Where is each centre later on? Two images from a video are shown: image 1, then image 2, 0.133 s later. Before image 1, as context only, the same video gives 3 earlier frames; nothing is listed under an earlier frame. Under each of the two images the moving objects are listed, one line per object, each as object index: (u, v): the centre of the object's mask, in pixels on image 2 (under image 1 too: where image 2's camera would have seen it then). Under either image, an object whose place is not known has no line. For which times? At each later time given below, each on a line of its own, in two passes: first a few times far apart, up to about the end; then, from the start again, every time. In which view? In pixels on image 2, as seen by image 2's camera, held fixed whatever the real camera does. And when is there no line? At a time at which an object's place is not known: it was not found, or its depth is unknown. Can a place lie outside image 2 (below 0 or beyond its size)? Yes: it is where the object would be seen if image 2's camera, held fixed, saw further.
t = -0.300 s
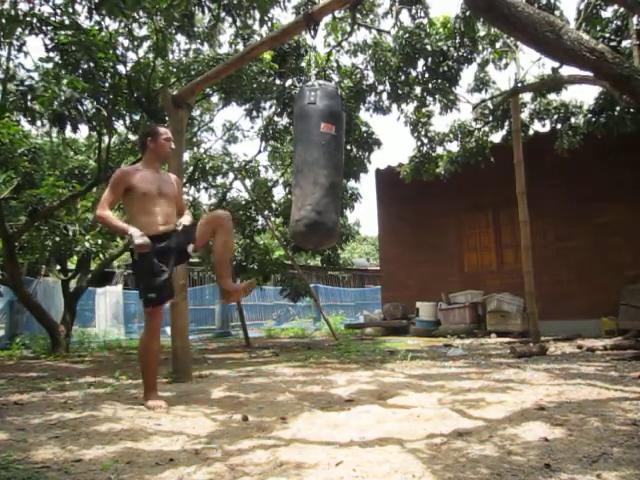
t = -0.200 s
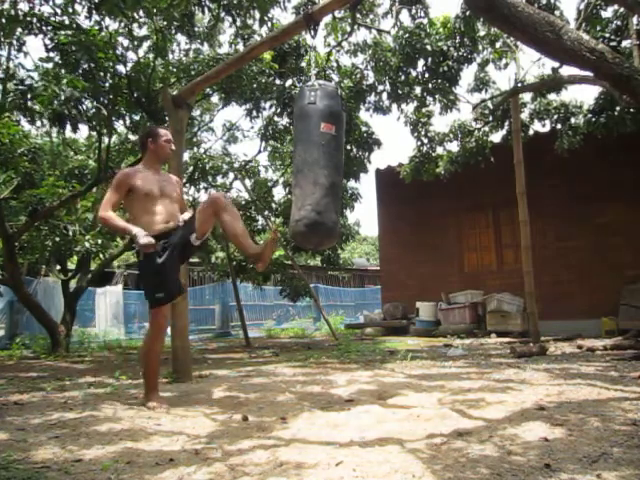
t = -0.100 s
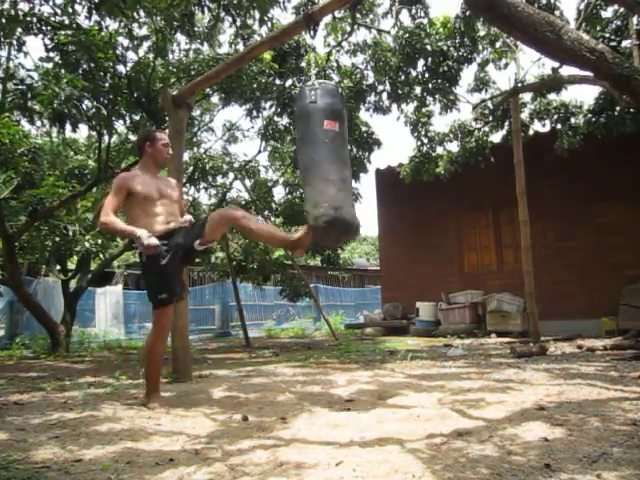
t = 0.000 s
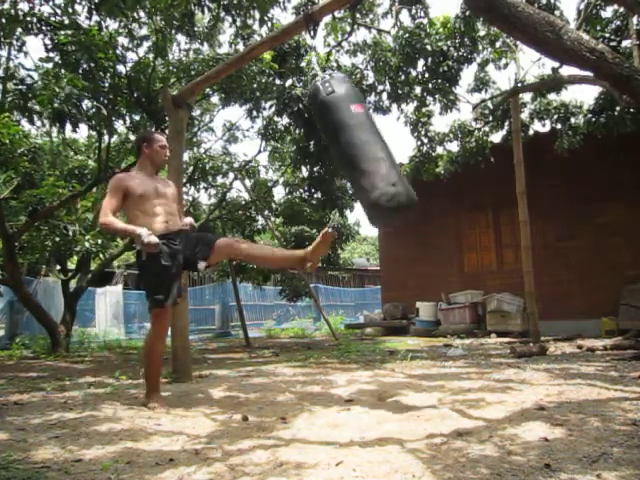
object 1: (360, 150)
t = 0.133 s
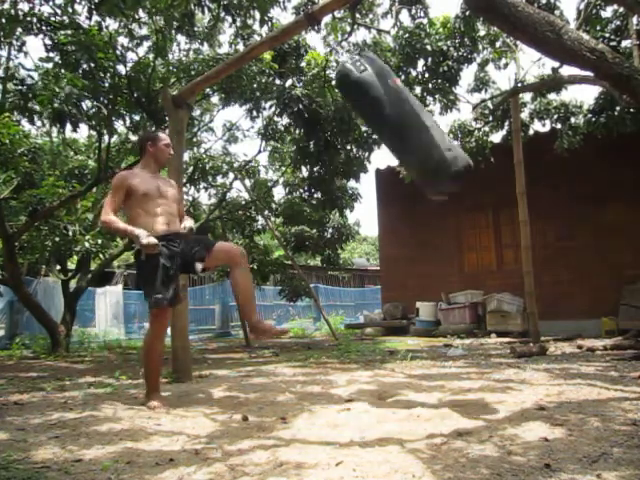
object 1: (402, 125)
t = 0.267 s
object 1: (426, 106)
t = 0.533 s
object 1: (424, 106)
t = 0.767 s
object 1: (375, 148)
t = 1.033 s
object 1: (283, 164)
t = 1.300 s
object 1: (233, 141)
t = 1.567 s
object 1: (233, 139)
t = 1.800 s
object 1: (267, 161)
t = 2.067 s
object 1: (348, 158)
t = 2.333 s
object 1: (412, 119)
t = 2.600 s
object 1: (416, 113)
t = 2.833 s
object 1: (372, 145)
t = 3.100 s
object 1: (291, 165)
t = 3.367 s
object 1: (243, 148)
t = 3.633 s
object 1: (241, 146)
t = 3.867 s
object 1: (272, 163)
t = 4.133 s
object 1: (343, 160)
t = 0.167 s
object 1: (410, 119)
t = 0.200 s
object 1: (417, 115)
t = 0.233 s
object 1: (423, 111)
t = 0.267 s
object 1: (426, 106)
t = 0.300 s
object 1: (429, 102)
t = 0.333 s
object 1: (430, 99)
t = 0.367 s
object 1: (431, 97)
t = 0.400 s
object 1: (431, 97)
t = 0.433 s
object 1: (431, 98)
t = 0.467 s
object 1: (430, 100)
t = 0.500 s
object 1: (428, 103)
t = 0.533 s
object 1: (424, 106)
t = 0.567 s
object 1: (421, 111)
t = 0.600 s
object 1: (416, 117)
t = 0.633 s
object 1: (410, 123)
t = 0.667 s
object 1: (402, 129)
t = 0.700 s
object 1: (394, 136)
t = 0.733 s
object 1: (384, 141)
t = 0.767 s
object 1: (375, 148)
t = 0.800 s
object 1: (364, 153)
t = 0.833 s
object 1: (351, 157)
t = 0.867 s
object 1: (340, 161)
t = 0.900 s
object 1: (328, 164)
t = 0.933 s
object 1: (316, 166)
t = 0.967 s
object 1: (305, 166)
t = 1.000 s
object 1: (294, 163)
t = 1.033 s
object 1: (283, 164)
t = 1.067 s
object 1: (274, 162)
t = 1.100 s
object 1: (265, 160)
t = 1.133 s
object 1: (257, 159)
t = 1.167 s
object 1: (250, 153)
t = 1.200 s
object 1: (245, 150)
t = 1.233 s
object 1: (240, 146)
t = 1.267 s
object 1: (237, 143)
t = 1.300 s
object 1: (233, 141)
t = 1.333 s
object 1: (232, 138)
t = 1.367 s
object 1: (230, 136)
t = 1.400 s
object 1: (229, 136)
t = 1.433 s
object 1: (229, 135)
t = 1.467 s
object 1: (229, 135)
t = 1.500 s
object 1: (229, 136)
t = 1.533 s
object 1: (231, 137)
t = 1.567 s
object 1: (233, 139)
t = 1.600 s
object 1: (235, 142)
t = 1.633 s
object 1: (238, 145)
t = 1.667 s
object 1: (243, 147)
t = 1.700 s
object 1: (249, 150)
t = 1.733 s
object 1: (252, 155)
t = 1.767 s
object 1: (259, 158)
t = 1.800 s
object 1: (267, 161)
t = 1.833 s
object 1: (276, 163)
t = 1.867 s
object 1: (285, 165)
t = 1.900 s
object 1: (295, 167)
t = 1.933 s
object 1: (305, 164)
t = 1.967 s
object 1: (315, 165)
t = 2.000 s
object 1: (327, 164)
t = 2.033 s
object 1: (338, 162)
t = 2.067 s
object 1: (348, 158)
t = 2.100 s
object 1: (359, 153)
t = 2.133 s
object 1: (368, 147)
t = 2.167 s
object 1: (378, 142)
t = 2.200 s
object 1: (388, 140)
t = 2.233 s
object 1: (394, 134)
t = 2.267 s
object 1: (400, 127)
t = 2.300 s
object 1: (408, 124)
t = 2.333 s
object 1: (412, 119)
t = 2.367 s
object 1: (415, 115)
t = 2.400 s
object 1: (418, 112)
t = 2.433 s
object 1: (419, 110)
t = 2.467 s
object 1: (421, 109)
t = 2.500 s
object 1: (421, 109)
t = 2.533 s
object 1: (419, 109)
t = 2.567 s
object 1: (418, 111)
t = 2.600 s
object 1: (416, 113)
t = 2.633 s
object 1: (412, 117)
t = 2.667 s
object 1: (408, 121)
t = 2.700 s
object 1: (403, 126)
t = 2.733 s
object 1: (395, 130)
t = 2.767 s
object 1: (389, 137)
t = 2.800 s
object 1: (381, 142)
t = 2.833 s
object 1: (372, 145)
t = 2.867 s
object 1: (362, 151)
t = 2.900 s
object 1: (352, 155)
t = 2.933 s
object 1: (342, 158)
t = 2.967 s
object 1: (331, 162)
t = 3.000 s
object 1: (320, 165)
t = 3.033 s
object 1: (311, 165)
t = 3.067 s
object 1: (300, 166)
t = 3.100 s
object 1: (291, 165)
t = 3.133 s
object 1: (282, 164)
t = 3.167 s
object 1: (274, 163)
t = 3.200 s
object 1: (267, 160)
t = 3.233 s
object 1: (260, 158)
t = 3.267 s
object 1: (255, 155)
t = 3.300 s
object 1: (249, 153)
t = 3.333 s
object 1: (246, 151)
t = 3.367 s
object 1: (243, 148)
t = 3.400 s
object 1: (240, 146)
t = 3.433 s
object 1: (239, 145)
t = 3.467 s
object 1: (238, 144)
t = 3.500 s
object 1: (238, 143)
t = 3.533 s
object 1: (237, 144)
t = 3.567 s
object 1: (238, 144)
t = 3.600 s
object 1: (239, 145)
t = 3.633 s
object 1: (241, 146)
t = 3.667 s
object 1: (244, 148)
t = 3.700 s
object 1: (246, 150)
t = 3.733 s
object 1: (250, 152)
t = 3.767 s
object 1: (255, 153)
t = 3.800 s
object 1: (260, 156)
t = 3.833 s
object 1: (266, 160)
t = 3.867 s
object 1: (272, 163)
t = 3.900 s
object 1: (280, 164)
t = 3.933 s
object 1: (288, 167)
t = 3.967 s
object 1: (297, 166)
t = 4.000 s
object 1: (306, 166)
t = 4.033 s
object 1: (314, 166)
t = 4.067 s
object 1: (324, 165)
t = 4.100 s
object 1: (334, 163)
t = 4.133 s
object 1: (343, 160)
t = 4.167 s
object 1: (352, 157)
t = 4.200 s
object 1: (361, 153)
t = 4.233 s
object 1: (370, 148)
